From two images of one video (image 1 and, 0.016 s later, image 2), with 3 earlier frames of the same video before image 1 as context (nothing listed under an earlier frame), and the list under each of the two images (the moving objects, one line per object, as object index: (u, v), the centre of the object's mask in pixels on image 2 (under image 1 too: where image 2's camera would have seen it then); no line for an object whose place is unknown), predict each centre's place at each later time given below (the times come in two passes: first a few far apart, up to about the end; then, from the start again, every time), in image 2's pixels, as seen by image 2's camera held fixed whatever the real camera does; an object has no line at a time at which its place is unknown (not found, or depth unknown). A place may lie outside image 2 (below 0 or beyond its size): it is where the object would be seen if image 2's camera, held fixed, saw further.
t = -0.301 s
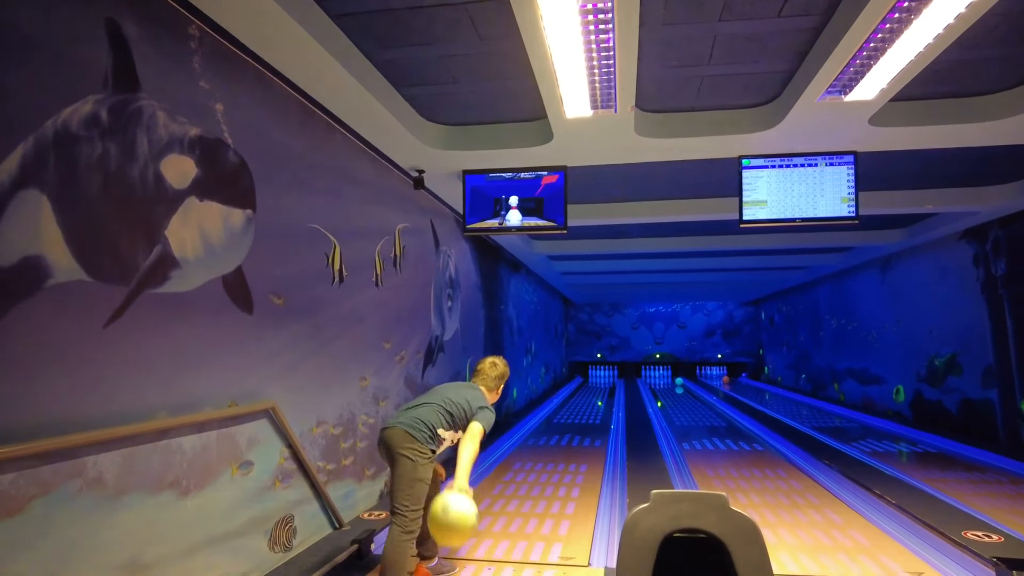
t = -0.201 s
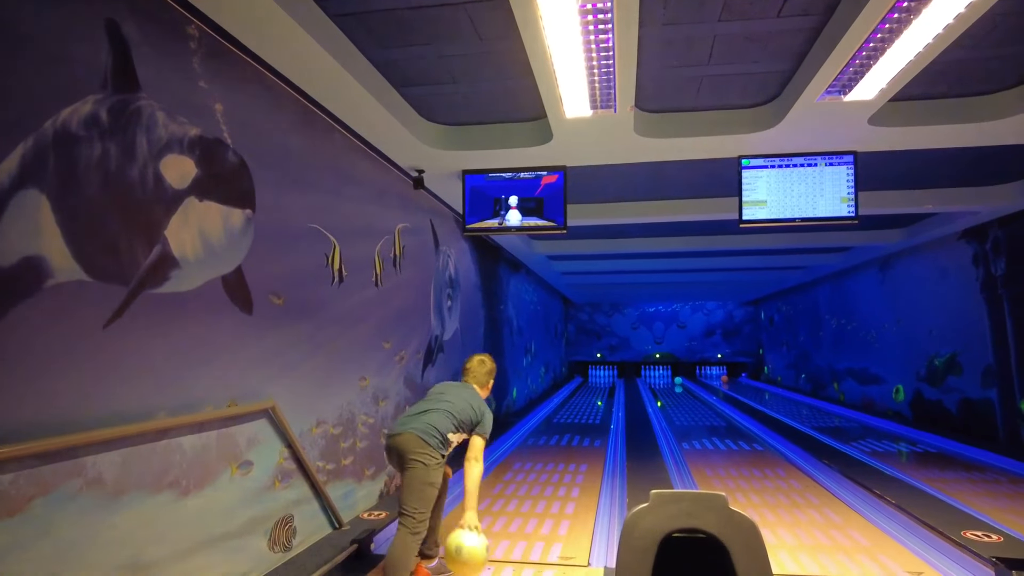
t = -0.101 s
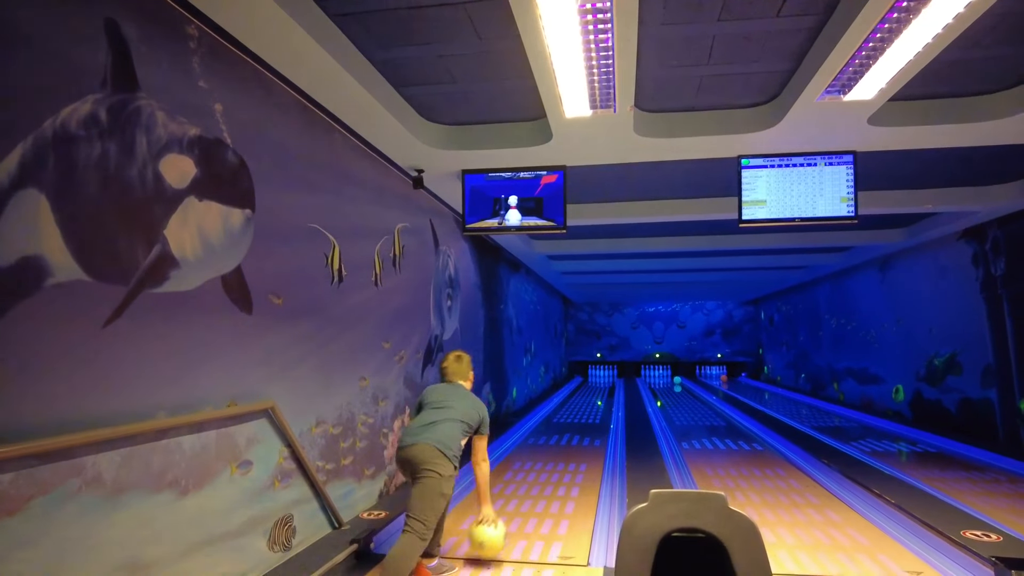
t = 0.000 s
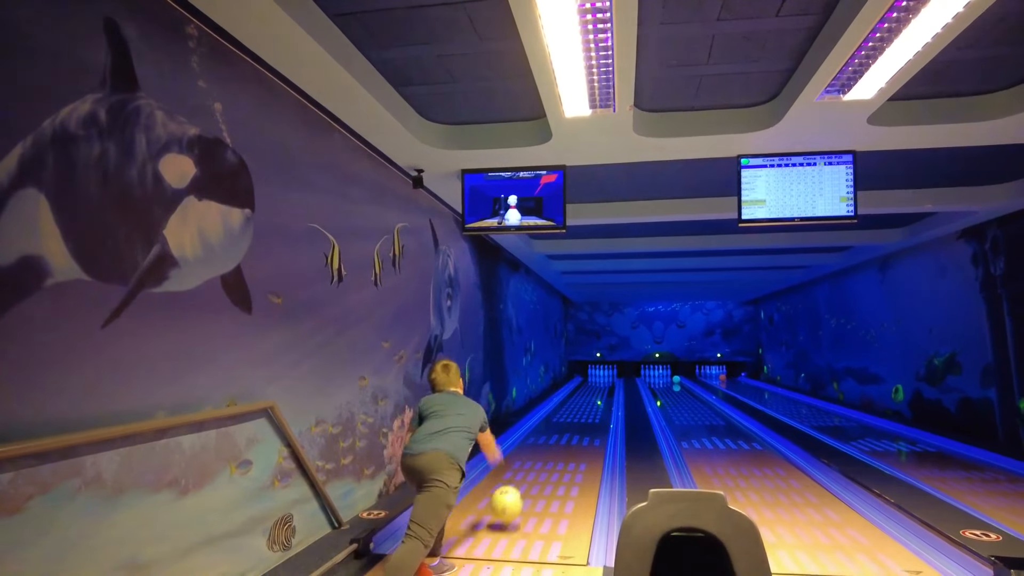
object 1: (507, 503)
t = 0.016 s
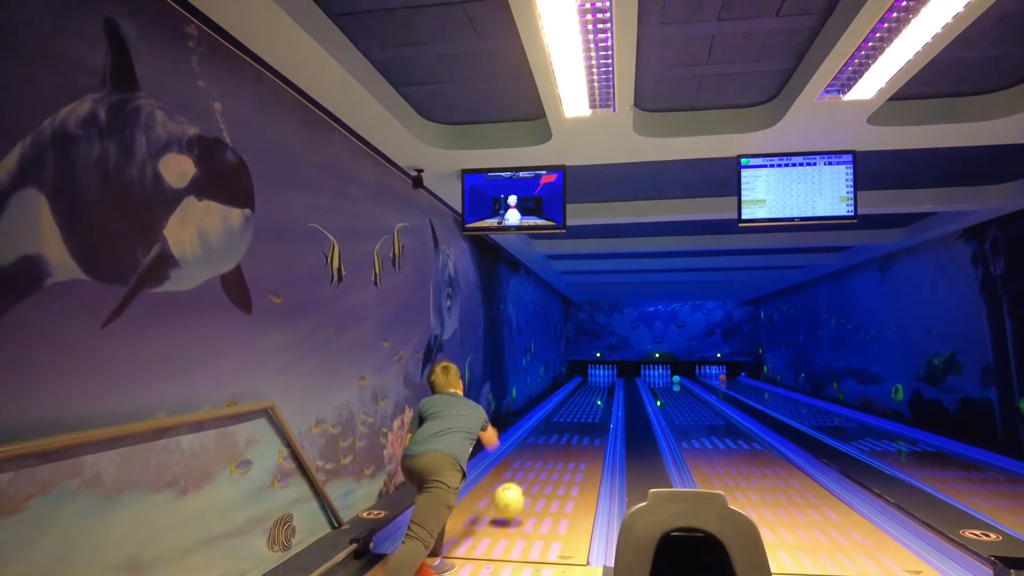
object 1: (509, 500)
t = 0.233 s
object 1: (534, 470)
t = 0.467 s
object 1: (550, 444)
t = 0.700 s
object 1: (561, 427)
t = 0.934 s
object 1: (568, 415)
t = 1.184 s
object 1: (573, 406)
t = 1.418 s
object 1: (577, 399)
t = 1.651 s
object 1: (580, 394)
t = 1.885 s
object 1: (582, 390)
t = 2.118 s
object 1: (583, 387)
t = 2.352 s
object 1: (583, 384)
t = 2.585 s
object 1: (584, 381)
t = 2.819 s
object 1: (584, 379)
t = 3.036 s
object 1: (584, 378)
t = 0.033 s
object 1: (512, 496)
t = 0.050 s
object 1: (514, 494)
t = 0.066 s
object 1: (516, 492)
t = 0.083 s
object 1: (518, 491)
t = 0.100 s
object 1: (521, 490)
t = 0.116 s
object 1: (522, 489)
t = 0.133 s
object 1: (524, 487)
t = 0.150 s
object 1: (526, 483)
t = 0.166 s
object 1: (528, 481)
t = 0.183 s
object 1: (530, 478)
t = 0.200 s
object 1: (531, 475)
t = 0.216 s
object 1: (533, 473)
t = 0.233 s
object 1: (534, 470)
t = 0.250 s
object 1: (536, 468)
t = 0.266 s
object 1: (537, 466)
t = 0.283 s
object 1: (539, 464)
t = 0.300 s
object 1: (540, 462)
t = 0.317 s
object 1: (541, 460)
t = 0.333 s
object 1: (542, 458)
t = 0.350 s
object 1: (543, 456)
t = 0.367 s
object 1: (545, 454)
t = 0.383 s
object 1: (546, 452)
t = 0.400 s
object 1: (547, 451)
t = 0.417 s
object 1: (548, 449)
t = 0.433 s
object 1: (548, 447)
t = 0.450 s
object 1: (549, 446)
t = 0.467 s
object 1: (550, 444)
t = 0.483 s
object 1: (551, 443)
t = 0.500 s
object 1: (552, 441)
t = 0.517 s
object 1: (553, 440)
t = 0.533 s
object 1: (554, 438)
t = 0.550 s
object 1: (555, 437)
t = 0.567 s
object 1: (555, 436)
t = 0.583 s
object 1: (556, 435)
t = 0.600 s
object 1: (557, 433)
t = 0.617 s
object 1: (558, 432)
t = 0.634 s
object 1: (558, 431)
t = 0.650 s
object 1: (559, 430)
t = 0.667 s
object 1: (560, 429)
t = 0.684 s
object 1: (560, 428)
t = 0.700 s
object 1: (561, 427)
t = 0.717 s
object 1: (561, 426)
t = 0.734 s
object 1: (562, 425)
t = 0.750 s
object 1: (562, 424)
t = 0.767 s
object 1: (563, 423)
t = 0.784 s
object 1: (564, 423)
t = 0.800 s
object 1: (564, 421)
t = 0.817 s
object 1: (565, 421)
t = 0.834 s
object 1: (565, 420)
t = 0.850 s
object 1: (565, 419)
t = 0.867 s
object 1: (566, 418)
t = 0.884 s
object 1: (566, 417)
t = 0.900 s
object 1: (567, 417)
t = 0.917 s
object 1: (567, 416)
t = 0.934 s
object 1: (568, 415)
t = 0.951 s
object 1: (568, 414)
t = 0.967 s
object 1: (568, 414)
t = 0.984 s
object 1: (569, 413)
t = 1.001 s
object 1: (569, 412)
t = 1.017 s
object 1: (570, 412)
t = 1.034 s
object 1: (570, 411)
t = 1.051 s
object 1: (571, 410)
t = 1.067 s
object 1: (571, 410)
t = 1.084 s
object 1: (571, 409)
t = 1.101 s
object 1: (572, 409)
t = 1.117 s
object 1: (572, 408)
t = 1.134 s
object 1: (572, 408)
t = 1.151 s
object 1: (573, 407)
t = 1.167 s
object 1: (573, 406)
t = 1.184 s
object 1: (573, 406)
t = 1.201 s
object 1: (574, 405)
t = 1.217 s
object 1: (574, 404)
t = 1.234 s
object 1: (574, 404)
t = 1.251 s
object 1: (574, 404)
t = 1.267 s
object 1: (575, 403)
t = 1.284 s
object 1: (575, 403)
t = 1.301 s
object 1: (575, 402)
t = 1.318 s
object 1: (575, 402)
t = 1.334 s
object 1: (576, 401)
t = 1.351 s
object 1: (576, 401)
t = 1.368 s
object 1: (576, 400)
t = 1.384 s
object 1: (577, 400)
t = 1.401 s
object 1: (577, 400)
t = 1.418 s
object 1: (577, 399)
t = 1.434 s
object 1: (577, 399)
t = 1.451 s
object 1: (577, 398)
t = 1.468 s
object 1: (578, 398)
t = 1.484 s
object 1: (578, 398)
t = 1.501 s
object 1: (578, 397)
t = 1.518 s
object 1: (578, 397)
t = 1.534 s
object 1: (579, 396)
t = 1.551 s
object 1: (579, 396)
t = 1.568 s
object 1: (579, 396)
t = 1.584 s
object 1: (579, 396)
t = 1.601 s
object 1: (579, 395)
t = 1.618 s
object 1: (579, 395)
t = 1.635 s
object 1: (580, 394)
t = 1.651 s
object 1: (580, 394)
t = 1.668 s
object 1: (580, 394)
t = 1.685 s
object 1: (580, 394)
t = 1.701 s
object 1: (580, 393)
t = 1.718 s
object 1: (580, 393)
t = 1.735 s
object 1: (581, 393)
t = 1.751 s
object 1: (581, 392)
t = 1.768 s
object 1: (581, 392)
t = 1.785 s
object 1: (581, 392)
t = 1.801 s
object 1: (581, 391)
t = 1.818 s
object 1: (581, 391)
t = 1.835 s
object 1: (581, 391)
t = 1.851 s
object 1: (581, 390)
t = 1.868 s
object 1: (581, 390)
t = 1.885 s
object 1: (582, 390)
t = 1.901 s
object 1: (582, 390)
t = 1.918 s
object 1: (582, 389)
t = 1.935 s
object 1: (582, 389)
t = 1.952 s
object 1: (582, 389)
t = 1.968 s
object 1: (582, 389)
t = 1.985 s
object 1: (582, 388)
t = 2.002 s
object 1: (582, 388)
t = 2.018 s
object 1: (582, 388)
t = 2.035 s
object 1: (582, 388)
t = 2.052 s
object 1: (582, 387)
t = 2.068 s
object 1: (582, 387)
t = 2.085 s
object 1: (583, 387)
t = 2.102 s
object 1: (583, 387)
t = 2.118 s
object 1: (583, 387)
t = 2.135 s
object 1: (583, 386)
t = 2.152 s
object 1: (583, 386)
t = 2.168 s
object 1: (583, 386)
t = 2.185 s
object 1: (583, 386)
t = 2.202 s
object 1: (583, 386)
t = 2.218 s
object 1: (583, 386)
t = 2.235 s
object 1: (583, 385)
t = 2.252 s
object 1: (583, 385)
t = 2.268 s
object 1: (583, 385)
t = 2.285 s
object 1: (583, 385)
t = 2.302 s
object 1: (583, 384)
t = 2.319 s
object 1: (583, 384)
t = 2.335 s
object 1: (584, 384)
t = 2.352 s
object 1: (583, 384)
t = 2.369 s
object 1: (583, 384)
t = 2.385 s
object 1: (583, 383)
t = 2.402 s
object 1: (584, 383)
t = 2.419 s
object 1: (583, 383)
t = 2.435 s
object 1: (584, 383)
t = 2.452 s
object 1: (584, 383)
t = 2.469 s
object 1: (584, 383)
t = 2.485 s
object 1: (584, 382)
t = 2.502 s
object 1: (584, 382)
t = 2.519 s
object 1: (584, 382)
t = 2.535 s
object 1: (584, 382)
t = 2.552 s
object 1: (584, 382)
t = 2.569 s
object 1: (584, 382)
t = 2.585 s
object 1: (584, 381)
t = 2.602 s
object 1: (584, 381)
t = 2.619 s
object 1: (584, 381)
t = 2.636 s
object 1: (584, 381)
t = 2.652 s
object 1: (584, 381)
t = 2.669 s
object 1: (584, 381)
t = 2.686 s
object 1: (584, 381)
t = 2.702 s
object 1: (584, 380)
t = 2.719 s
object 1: (584, 380)
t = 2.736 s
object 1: (584, 380)
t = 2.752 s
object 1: (584, 380)
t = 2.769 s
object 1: (584, 380)
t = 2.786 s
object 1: (584, 380)
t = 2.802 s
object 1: (584, 380)
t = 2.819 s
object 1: (584, 379)
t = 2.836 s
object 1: (584, 379)
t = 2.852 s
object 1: (584, 379)
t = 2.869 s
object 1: (584, 379)
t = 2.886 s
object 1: (585, 379)
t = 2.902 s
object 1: (584, 379)
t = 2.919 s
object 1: (585, 379)
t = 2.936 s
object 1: (584, 378)
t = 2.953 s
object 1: (585, 378)
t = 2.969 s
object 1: (585, 378)
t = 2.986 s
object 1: (585, 378)
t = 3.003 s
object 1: (585, 378)
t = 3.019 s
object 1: (585, 378)
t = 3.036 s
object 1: (584, 378)
